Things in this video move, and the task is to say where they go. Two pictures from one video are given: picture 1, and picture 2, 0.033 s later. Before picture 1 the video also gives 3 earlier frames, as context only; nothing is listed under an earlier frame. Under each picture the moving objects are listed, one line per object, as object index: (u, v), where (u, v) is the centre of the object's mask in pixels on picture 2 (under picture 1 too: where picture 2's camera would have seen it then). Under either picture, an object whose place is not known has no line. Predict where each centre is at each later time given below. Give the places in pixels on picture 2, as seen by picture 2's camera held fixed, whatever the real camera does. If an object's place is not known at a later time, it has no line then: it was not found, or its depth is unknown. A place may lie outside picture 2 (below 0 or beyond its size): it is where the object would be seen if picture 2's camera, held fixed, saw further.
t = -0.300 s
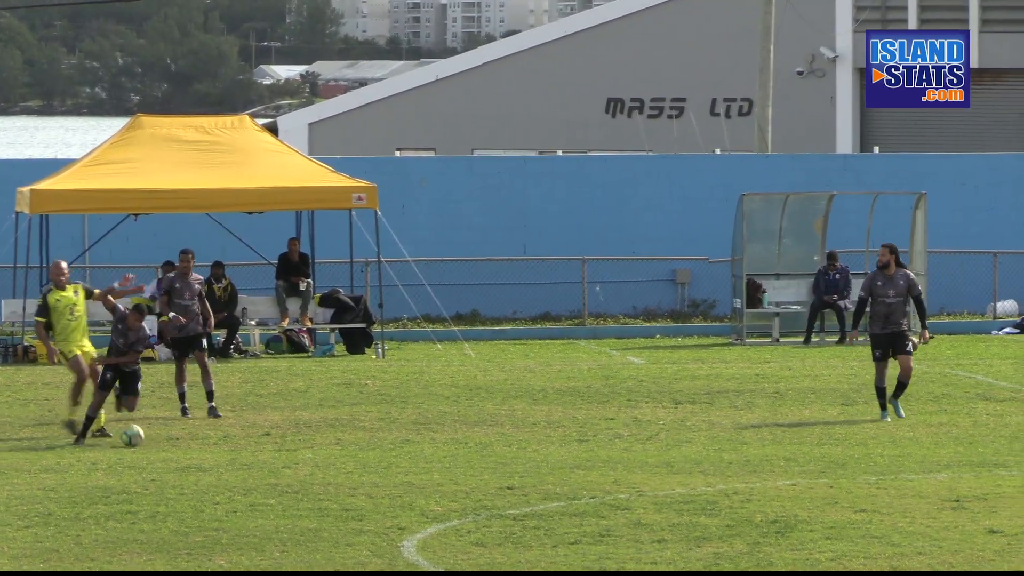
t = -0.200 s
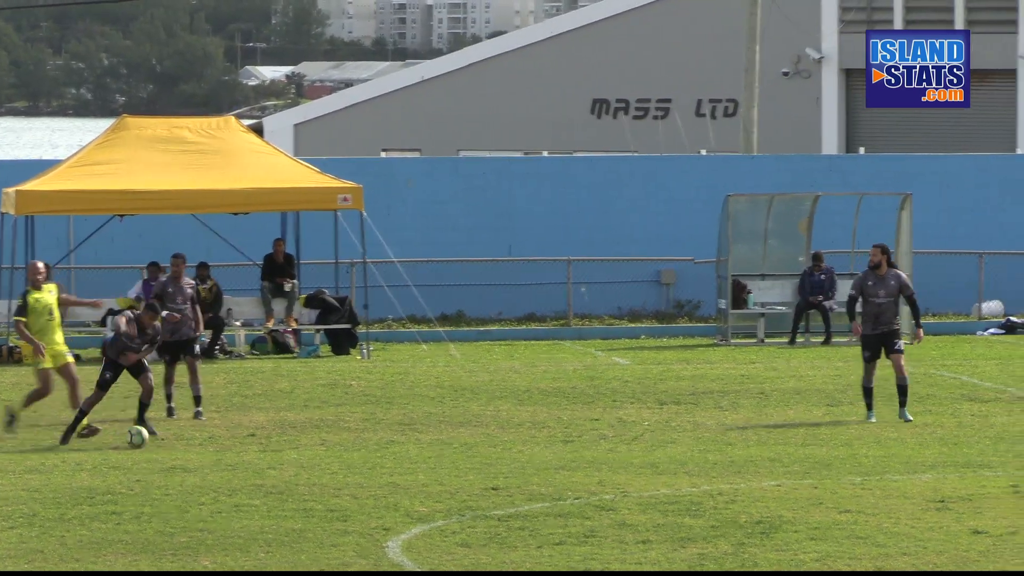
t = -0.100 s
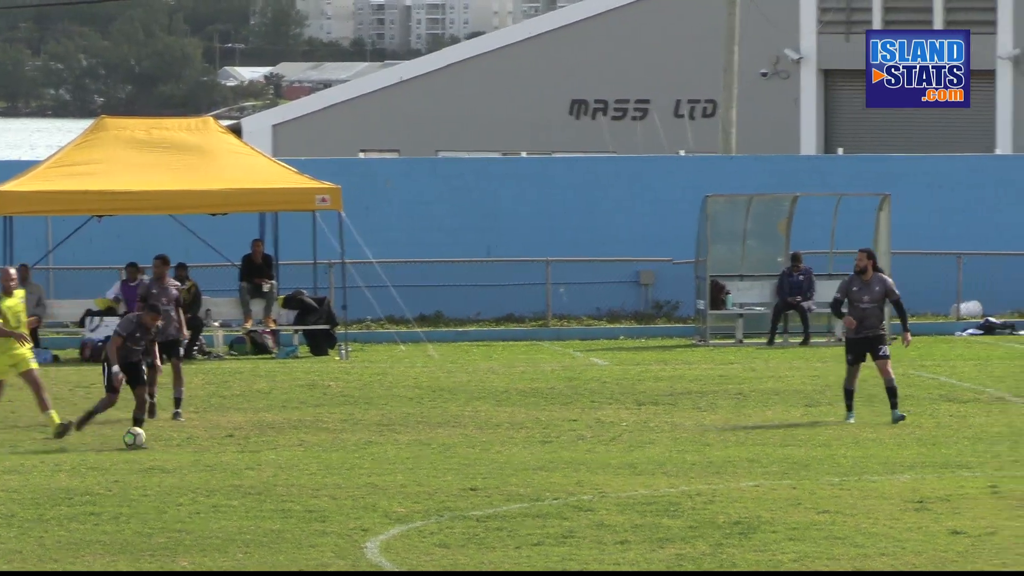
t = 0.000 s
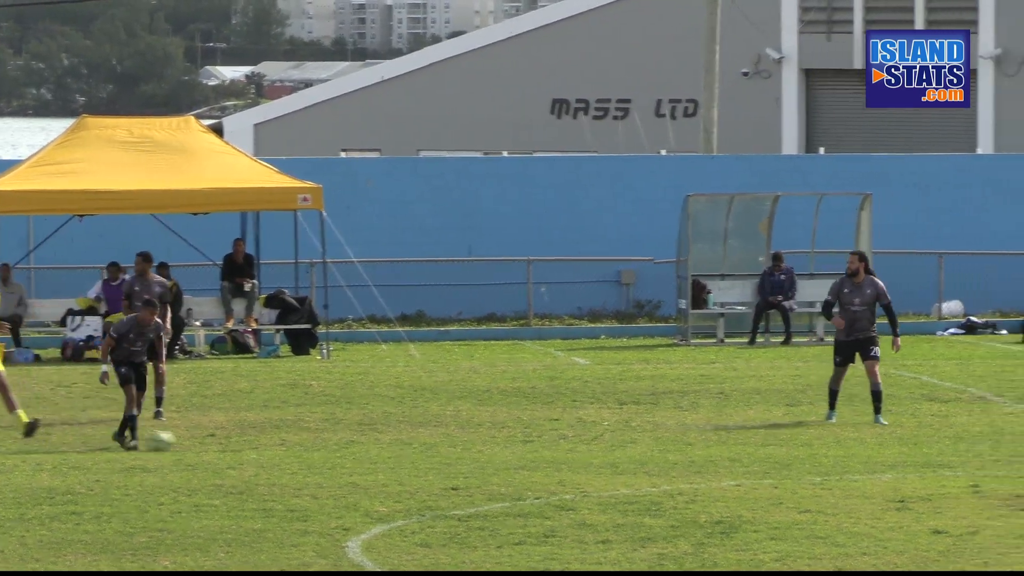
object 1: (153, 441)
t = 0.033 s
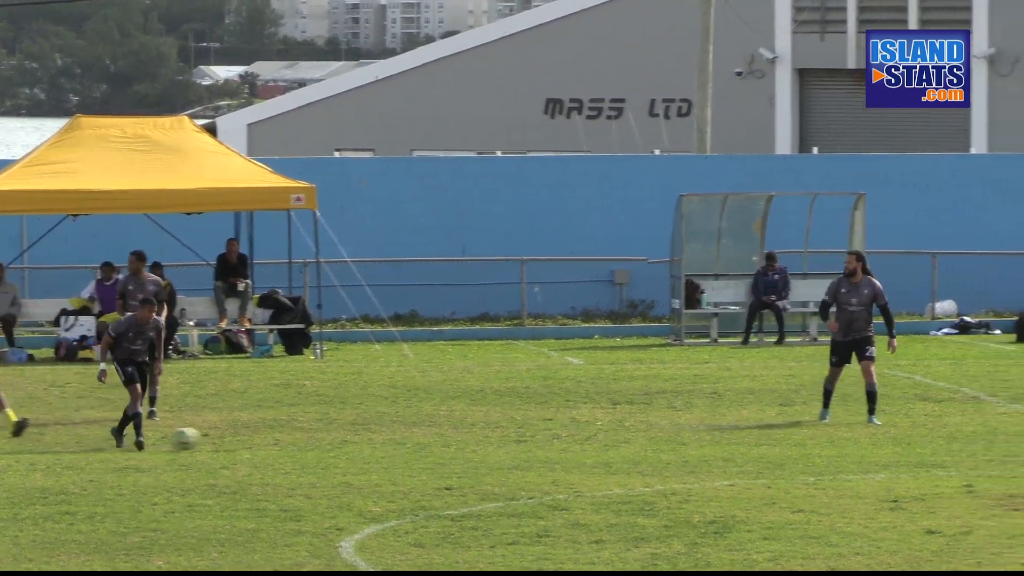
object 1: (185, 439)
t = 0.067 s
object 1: (217, 436)
